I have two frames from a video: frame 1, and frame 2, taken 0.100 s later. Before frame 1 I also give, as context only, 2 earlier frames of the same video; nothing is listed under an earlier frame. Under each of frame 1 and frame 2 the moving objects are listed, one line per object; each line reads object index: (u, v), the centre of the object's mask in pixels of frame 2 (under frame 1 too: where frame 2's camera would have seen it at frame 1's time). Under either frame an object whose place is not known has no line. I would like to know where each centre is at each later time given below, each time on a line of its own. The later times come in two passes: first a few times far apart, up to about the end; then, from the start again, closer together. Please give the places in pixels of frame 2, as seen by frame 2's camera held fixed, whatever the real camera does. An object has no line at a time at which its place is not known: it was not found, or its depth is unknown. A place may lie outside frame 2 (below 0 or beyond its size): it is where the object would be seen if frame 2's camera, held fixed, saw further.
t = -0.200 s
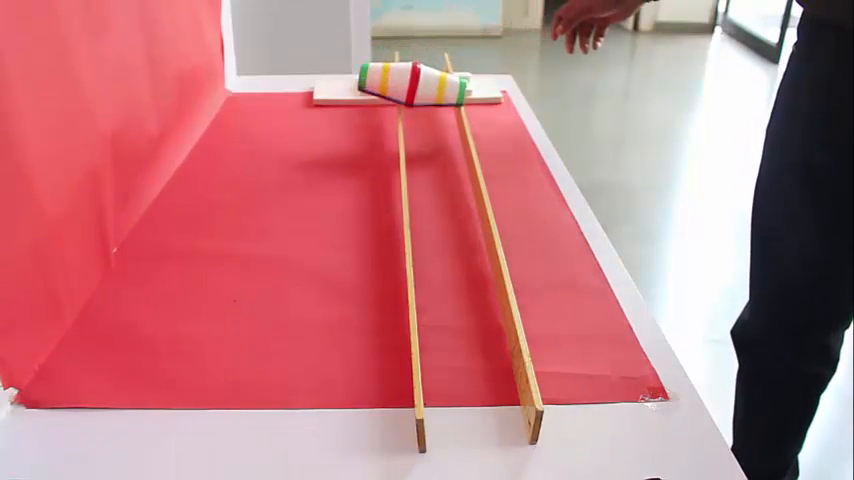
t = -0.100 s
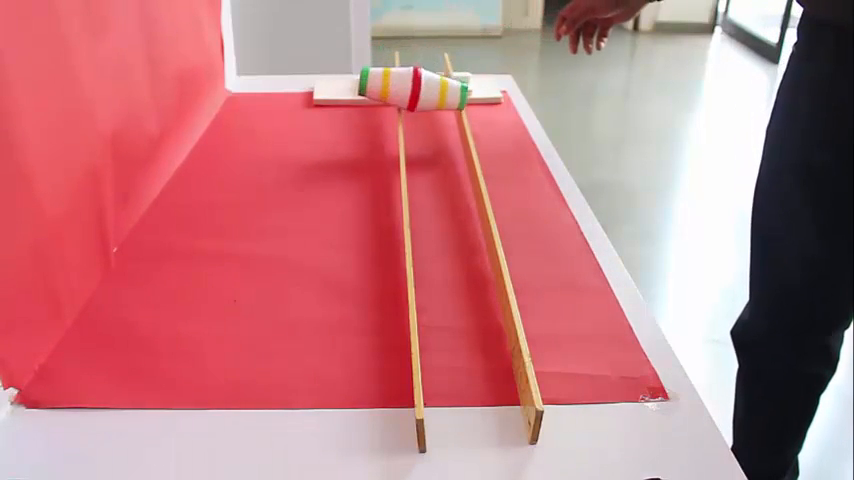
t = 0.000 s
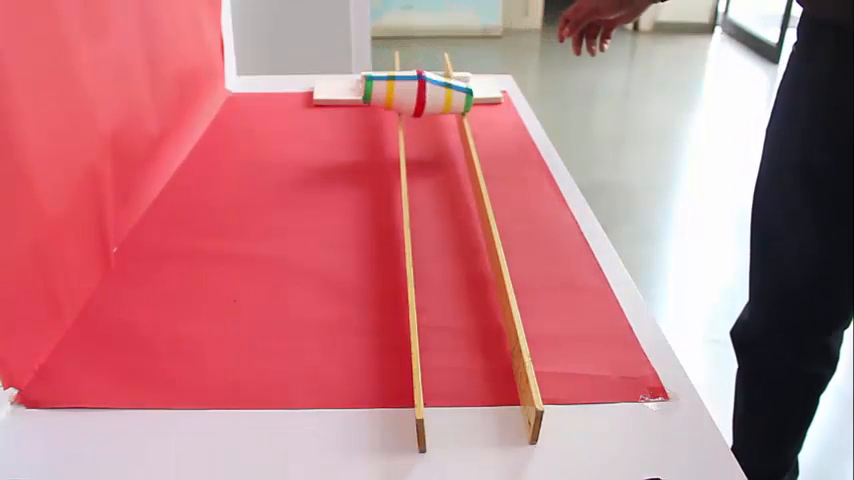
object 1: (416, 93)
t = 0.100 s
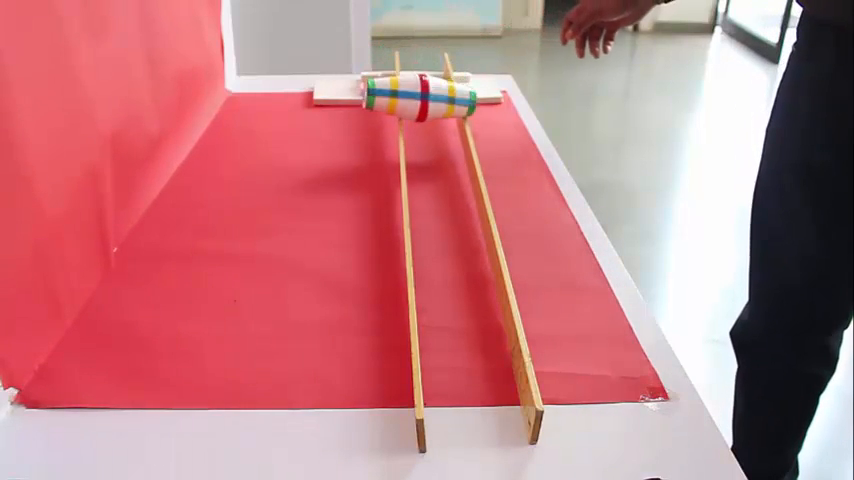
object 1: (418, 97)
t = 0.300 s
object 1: (425, 108)
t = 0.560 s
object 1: (440, 124)
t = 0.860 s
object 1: (460, 147)
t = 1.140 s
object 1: (465, 172)
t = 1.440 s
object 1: (456, 209)
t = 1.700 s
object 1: (442, 243)
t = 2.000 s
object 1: (442, 292)
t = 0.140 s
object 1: (419, 99)
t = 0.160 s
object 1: (420, 100)
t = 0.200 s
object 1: (421, 101)
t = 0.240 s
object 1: (422, 104)
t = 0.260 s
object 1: (423, 105)
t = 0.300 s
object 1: (425, 108)
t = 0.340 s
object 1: (427, 111)
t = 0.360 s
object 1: (428, 112)
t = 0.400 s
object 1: (430, 114)
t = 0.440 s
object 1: (432, 117)
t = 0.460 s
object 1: (433, 118)
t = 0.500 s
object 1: (436, 121)
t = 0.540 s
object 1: (438, 123)
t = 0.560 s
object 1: (440, 124)
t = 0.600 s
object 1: (443, 128)
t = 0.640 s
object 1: (446, 131)
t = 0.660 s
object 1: (447, 132)
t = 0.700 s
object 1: (450, 135)
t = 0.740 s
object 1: (453, 138)
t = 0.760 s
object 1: (455, 139)
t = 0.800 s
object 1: (457, 143)
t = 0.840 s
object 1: (459, 145)
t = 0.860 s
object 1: (460, 147)
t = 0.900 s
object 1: (462, 150)
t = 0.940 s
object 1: (463, 154)
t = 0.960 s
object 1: (464, 155)
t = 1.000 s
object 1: (465, 159)
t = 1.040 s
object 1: (465, 163)
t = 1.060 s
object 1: (465, 164)
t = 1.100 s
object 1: (465, 168)
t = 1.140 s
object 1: (465, 172)
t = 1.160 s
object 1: (465, 174)
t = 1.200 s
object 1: (465, 178)
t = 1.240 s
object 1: (464, 183)
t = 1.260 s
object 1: (463, 185)
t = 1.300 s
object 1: (463, 191)
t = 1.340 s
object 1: (461, 196)
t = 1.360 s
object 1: (460, 198)
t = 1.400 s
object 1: (458, 204)
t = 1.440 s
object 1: (456, 209)
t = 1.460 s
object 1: (455, 211)
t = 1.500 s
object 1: (453, 216)
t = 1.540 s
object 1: (450, 222)
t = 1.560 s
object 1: (449, 225)
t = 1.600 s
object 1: (447, 231)
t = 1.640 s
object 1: (445, 236)
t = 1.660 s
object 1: (444, 238)
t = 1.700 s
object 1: (442, 243)
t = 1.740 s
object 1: (440, 249)
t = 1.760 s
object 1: (440, 252)
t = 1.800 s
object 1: (439, 257)
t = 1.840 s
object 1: (438, 263)
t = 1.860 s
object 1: (438, 267)
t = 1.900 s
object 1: (439, 274)
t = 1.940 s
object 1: (439, 281)
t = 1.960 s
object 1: (440, 284)
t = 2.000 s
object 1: (442, 292)
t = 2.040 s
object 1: (443, 299)
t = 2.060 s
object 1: (444, 302)
